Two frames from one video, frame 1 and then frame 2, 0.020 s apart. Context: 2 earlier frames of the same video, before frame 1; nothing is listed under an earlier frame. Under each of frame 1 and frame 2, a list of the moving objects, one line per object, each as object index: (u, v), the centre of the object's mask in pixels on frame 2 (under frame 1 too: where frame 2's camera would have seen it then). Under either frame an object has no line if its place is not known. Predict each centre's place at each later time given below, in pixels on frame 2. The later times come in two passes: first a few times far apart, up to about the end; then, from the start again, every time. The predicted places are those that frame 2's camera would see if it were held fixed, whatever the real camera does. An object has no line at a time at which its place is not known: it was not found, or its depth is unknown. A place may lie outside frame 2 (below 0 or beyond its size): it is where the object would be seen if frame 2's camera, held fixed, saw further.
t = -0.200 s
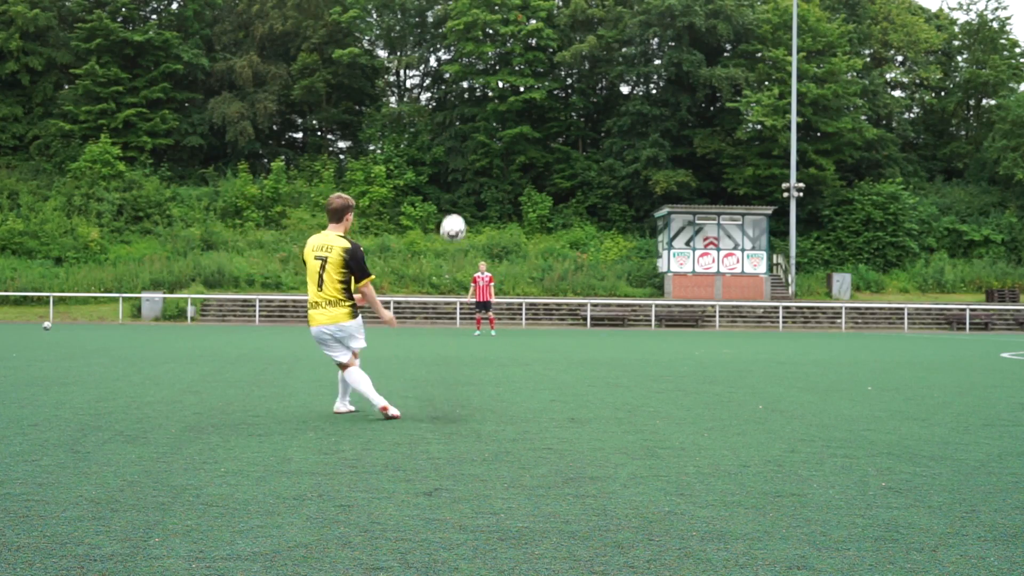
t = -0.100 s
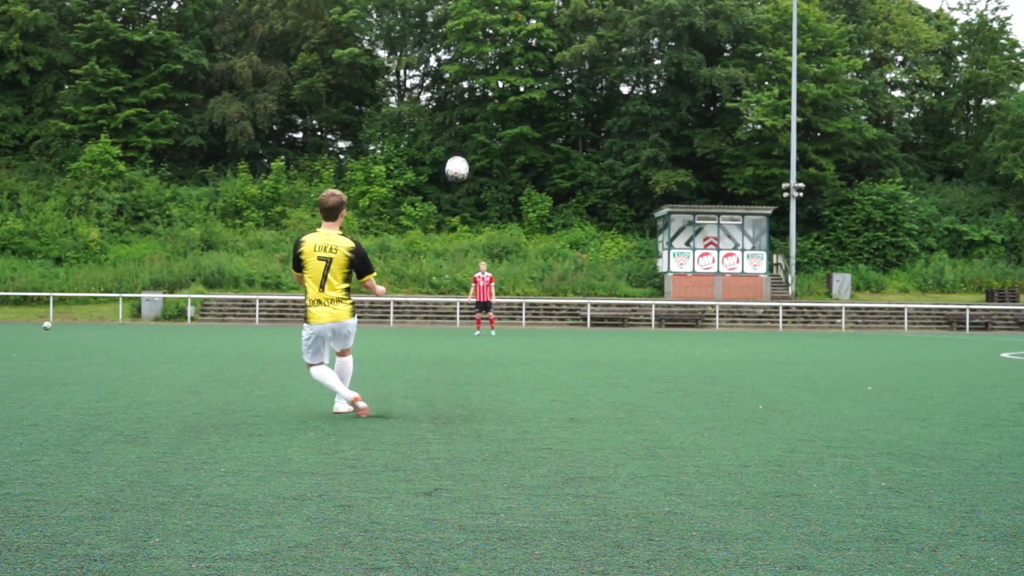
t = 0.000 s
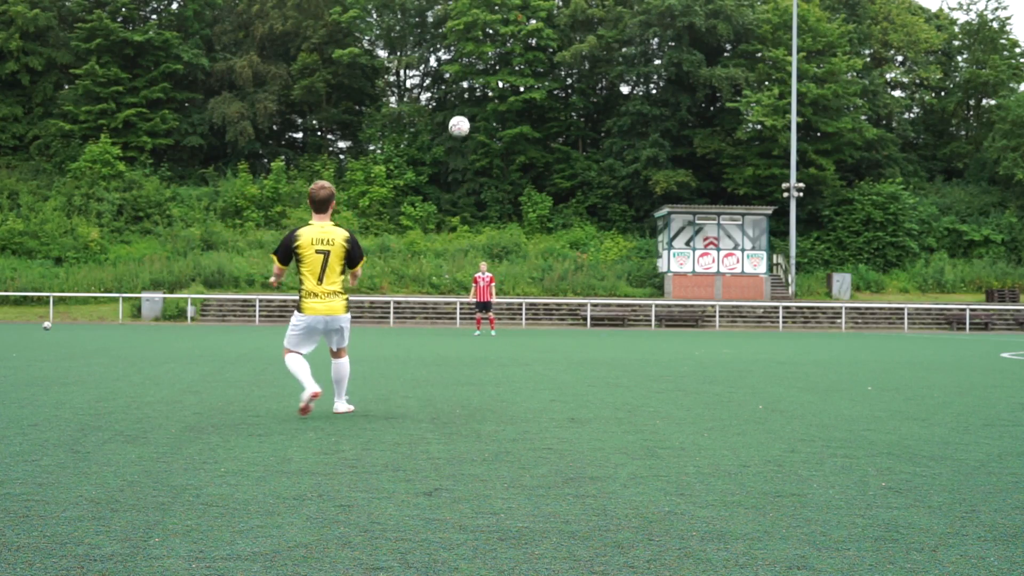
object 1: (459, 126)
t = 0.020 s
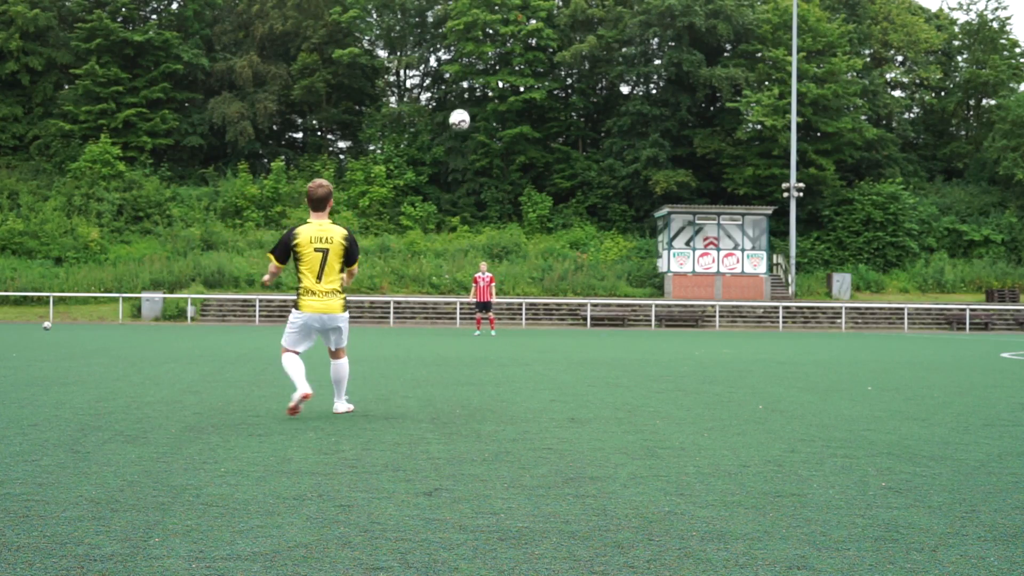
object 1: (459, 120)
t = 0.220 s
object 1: (460, 76)
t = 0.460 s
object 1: (459, 63)
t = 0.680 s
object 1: (457, 76)
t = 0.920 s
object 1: (455, 110)
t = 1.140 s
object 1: (452, 153)
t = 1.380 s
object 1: (448, 211)
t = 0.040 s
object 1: (460, 113)
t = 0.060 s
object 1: (460, 108)
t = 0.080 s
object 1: (460, 102)
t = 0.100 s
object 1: (460, 98)
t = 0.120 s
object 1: (460, 93)
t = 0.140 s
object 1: (460, 89)
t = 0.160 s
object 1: (460, 85)
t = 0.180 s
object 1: (460, 82)
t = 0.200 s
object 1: (460, 78)
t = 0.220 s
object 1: (460, 76)
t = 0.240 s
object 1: (460, 73)
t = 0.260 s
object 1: (460, 71)
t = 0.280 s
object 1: (460, 70)
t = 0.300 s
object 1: (460, 68)
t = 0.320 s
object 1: (460, 67)
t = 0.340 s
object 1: (460, 65)
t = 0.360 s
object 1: (460, 64)
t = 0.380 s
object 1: (459, 63)
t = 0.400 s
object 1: (459, 63)
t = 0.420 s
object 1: (459, 62)
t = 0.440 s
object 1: (459, 63)
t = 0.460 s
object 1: (459, 63)
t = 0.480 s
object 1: (459, 63)
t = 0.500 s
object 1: (459, 63)
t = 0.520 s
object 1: (458, 65)
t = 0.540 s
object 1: (458, 65)
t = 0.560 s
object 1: (458, 66)
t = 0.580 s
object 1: (458, 68)
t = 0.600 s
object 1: (458, 69)
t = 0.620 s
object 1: (458, 71)
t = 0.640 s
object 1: (457, 72)
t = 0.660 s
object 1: (457, 75)
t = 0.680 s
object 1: (457, 76)
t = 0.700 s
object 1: (457, 79)
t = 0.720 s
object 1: (457, 80)
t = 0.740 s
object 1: (457, 83)
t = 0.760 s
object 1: (456, 85)
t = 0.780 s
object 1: (456, 88)
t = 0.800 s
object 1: (456, 91)
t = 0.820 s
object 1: (456, 94)
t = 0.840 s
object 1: (456, 97)
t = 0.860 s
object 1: (455, 100)
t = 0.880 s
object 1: (455, 103)
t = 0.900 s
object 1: (455, 106)
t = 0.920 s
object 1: (455, 110)
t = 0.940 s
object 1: (454, 113)
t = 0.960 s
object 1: (454, 117)
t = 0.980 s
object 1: (454, 120)
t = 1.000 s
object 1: (454, 124)
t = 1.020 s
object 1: (453, 128)
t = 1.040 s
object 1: (453, 132)
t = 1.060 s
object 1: (453, 136)
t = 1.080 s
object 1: (452, 140)
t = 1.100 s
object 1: (452, 144)
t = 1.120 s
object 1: (452, 149)
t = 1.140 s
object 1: (452, 153)
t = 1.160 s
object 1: (452, 157)
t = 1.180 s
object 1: (451, 162)
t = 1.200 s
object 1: (451, 166)
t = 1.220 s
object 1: (451, 171)
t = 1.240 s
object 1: (450, 176)
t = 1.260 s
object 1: (450, 181)
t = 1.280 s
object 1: (450, 186)
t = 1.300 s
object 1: (450, 191)
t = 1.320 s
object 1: (449, 195)
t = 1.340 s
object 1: (449, 200)
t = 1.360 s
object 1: (449, 206)
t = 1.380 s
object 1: (448, 211)
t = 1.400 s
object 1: (448, 216)
